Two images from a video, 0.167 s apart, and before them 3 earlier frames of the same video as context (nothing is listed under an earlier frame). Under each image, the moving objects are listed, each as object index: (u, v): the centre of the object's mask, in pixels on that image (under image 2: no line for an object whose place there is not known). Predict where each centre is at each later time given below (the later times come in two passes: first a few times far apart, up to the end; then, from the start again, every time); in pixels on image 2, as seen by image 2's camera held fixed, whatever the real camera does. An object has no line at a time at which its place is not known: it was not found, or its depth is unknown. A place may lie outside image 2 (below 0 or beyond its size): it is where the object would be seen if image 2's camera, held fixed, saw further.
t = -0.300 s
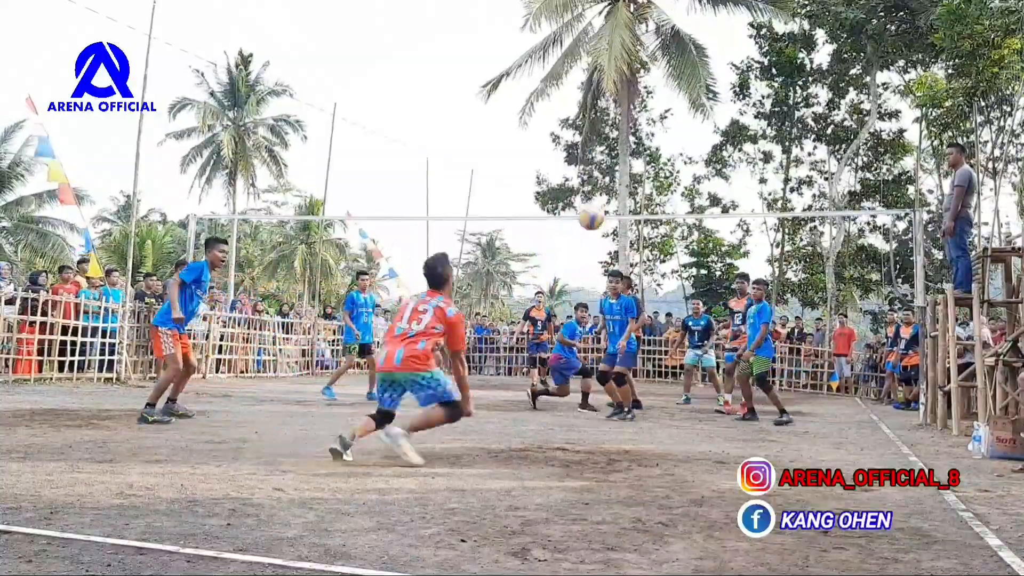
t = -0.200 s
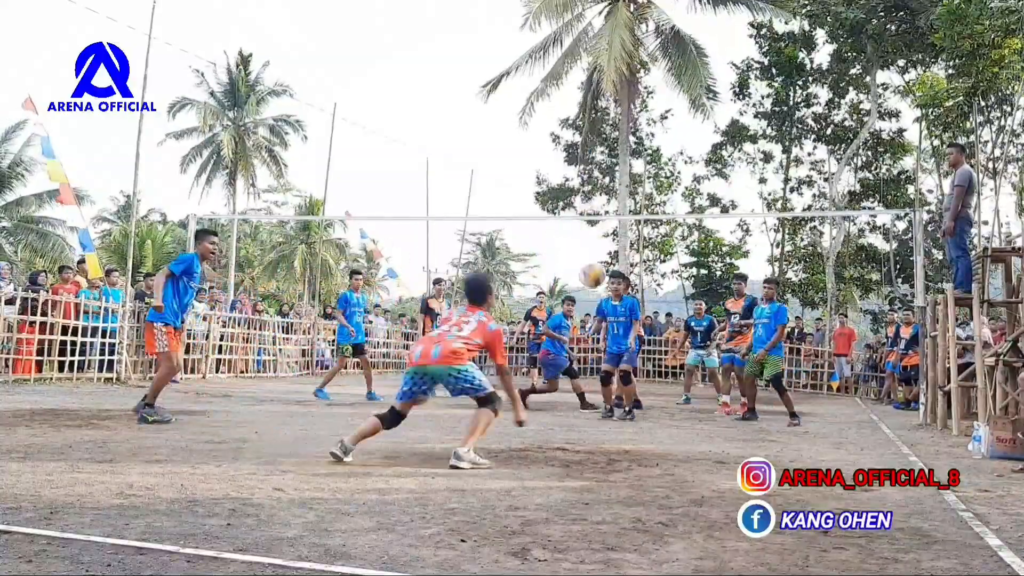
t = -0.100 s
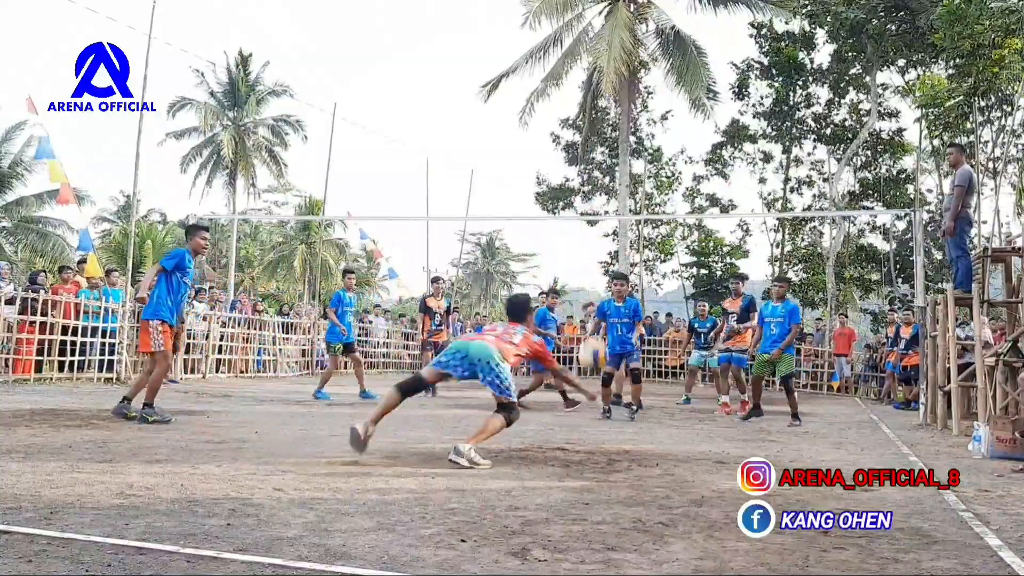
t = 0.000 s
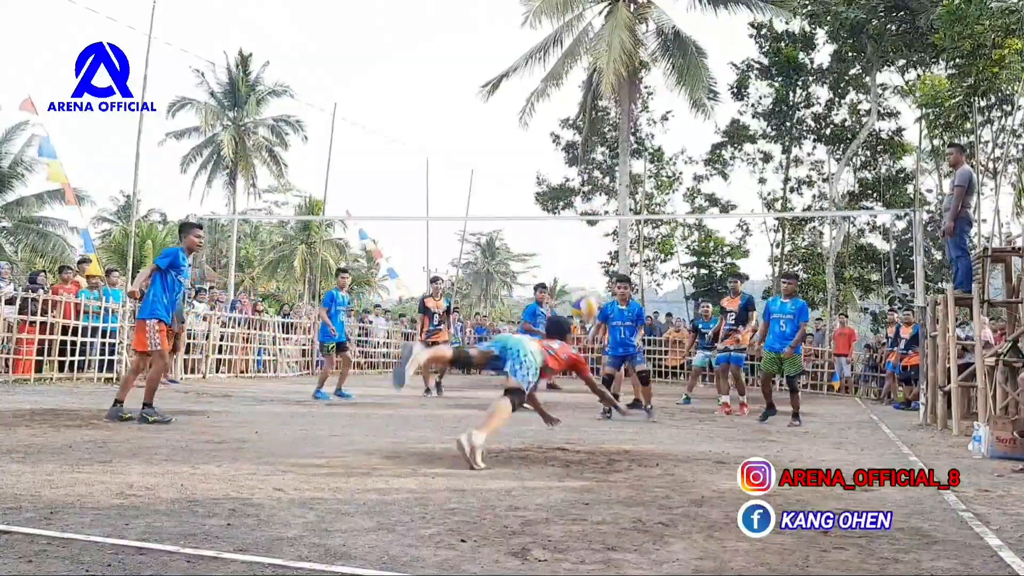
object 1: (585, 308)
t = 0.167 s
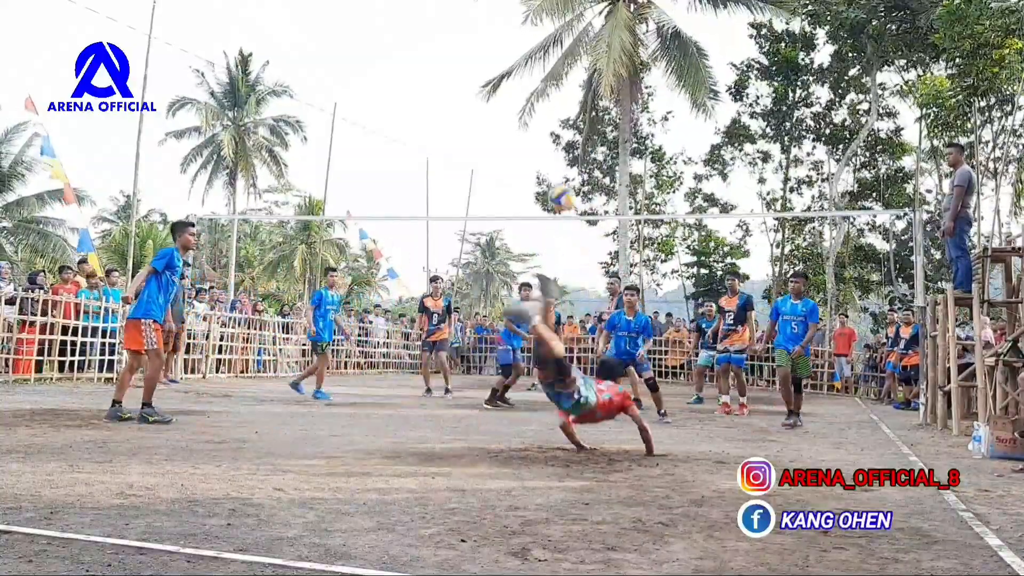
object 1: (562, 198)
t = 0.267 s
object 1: (549, 156)
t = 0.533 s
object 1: (514, 105)
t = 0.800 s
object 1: (479, 134)
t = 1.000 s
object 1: (453, 198)
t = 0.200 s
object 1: (558, 184)
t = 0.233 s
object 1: (554, 168)
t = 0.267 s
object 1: (549, 156)
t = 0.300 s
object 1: (544, 144)
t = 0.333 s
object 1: (541, 135)
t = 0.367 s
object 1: (536, 127)
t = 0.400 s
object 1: (531, 119)
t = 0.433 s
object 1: (528, 114)
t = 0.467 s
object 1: (523, 110)
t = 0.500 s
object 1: (520, 107)
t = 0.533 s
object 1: (514, 105)
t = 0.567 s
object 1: (510, 105)
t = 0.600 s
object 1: (505, 106)
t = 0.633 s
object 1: (500, 107)
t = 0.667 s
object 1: (496, 110)
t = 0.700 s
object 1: (491, 115)
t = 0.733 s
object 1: (488, 122)
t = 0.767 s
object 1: (483, 126)
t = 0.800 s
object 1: (479, 134)
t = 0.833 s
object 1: (475, 143)
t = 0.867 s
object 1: (470, 152)
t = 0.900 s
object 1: (466, 162)
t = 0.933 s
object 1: (461, 173)
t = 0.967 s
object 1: (458, 186)
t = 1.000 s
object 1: (453, 198)
